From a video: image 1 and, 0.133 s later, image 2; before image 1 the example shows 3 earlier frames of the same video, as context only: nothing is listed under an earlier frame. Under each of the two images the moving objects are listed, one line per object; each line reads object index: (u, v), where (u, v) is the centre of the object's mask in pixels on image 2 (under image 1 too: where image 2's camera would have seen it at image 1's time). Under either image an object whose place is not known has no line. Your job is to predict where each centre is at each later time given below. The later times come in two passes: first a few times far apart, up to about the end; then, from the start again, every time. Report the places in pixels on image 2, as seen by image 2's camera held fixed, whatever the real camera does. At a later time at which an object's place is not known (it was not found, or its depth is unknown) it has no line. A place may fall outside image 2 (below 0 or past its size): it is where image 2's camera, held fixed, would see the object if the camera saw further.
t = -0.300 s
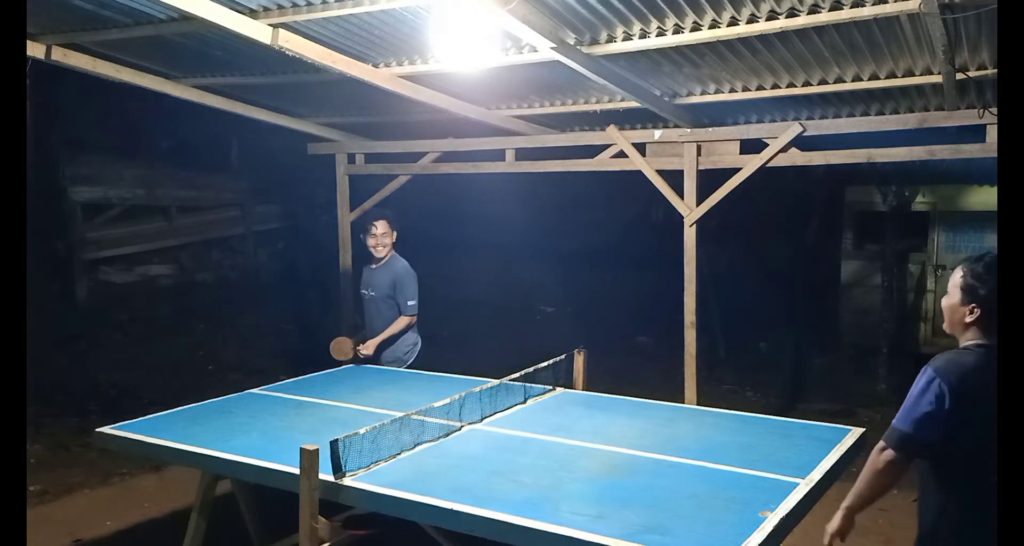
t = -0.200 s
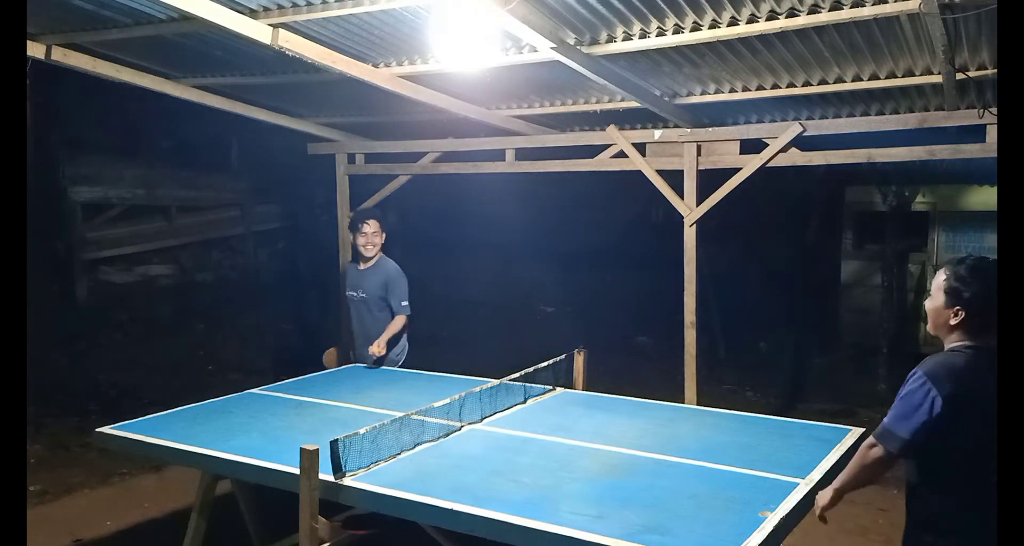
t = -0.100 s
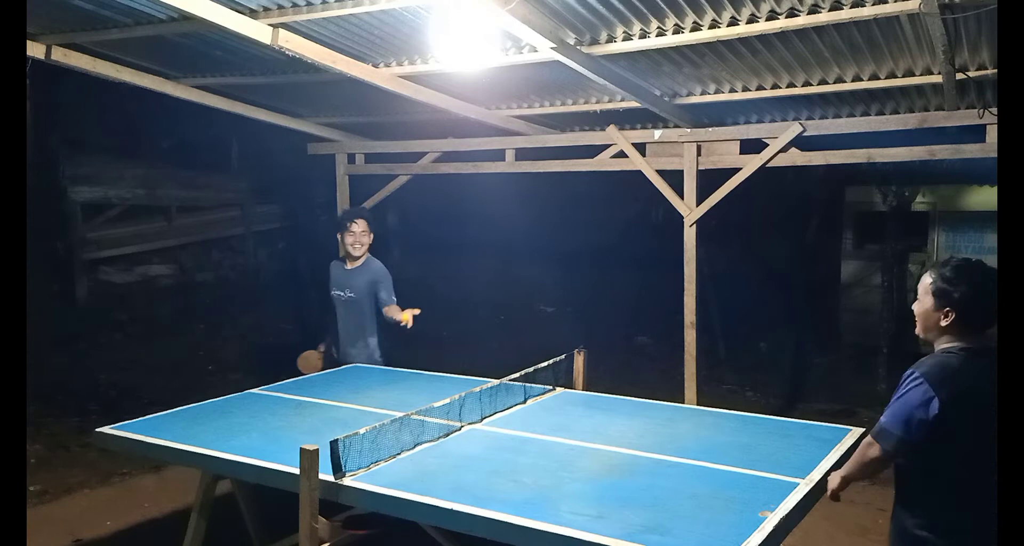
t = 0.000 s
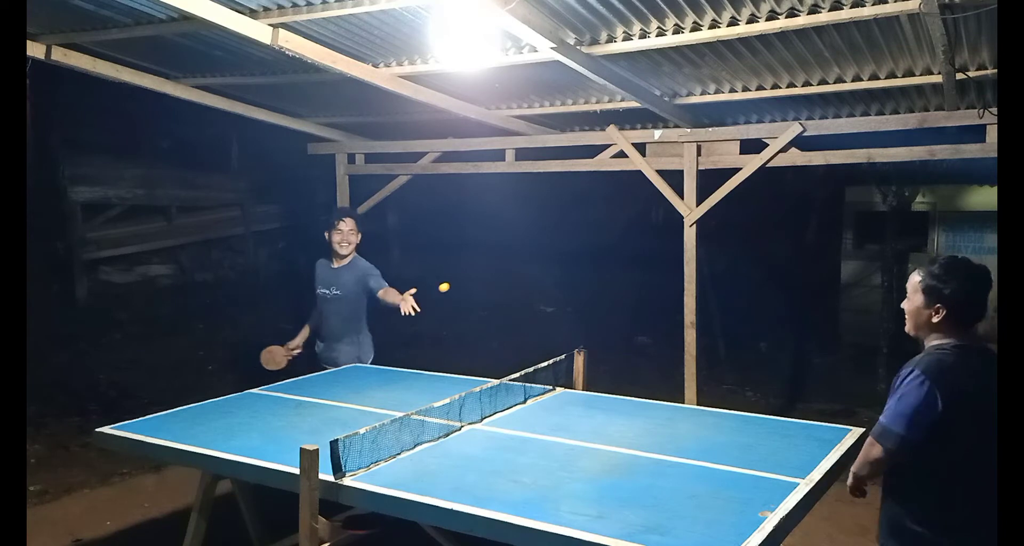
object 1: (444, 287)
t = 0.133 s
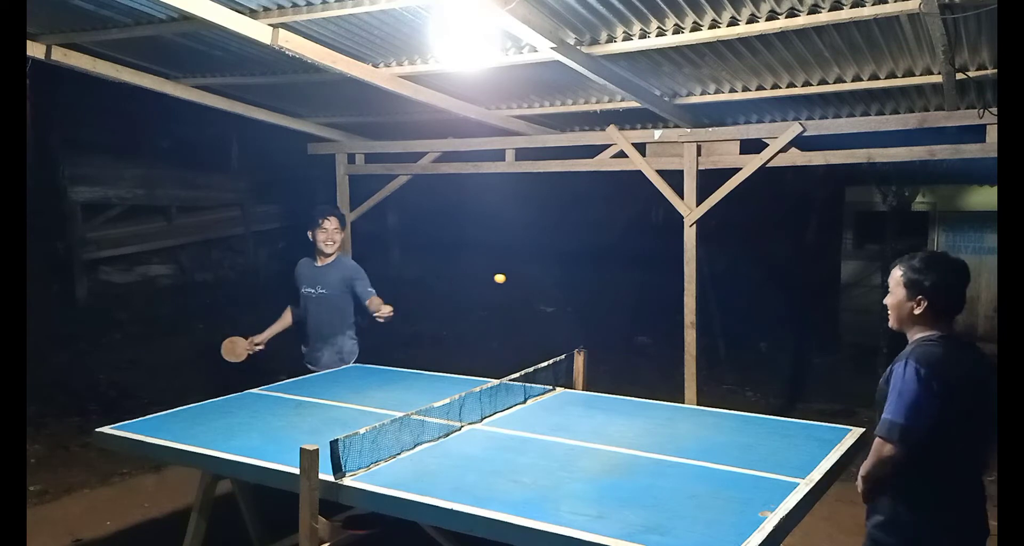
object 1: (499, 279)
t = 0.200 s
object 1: (529, 289)
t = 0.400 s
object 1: (626, 386)
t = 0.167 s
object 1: (514, 282)
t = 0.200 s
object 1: (529, 289)
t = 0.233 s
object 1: (544, 297)
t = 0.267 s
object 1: (560, 309)
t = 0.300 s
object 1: (576, 324)
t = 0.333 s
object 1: (593, 342)
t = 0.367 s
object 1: (609, 363)
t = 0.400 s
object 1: (626, 386)
